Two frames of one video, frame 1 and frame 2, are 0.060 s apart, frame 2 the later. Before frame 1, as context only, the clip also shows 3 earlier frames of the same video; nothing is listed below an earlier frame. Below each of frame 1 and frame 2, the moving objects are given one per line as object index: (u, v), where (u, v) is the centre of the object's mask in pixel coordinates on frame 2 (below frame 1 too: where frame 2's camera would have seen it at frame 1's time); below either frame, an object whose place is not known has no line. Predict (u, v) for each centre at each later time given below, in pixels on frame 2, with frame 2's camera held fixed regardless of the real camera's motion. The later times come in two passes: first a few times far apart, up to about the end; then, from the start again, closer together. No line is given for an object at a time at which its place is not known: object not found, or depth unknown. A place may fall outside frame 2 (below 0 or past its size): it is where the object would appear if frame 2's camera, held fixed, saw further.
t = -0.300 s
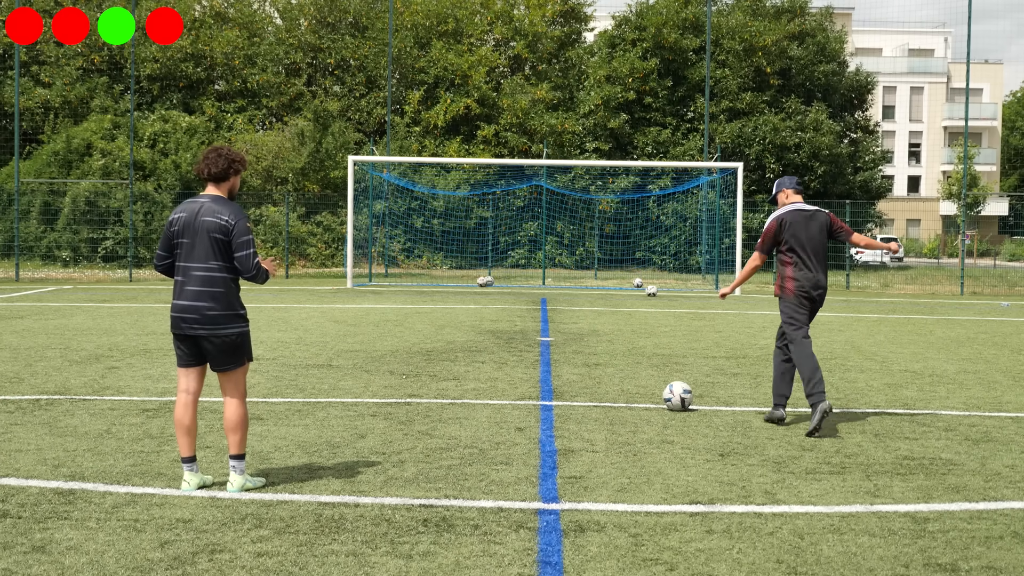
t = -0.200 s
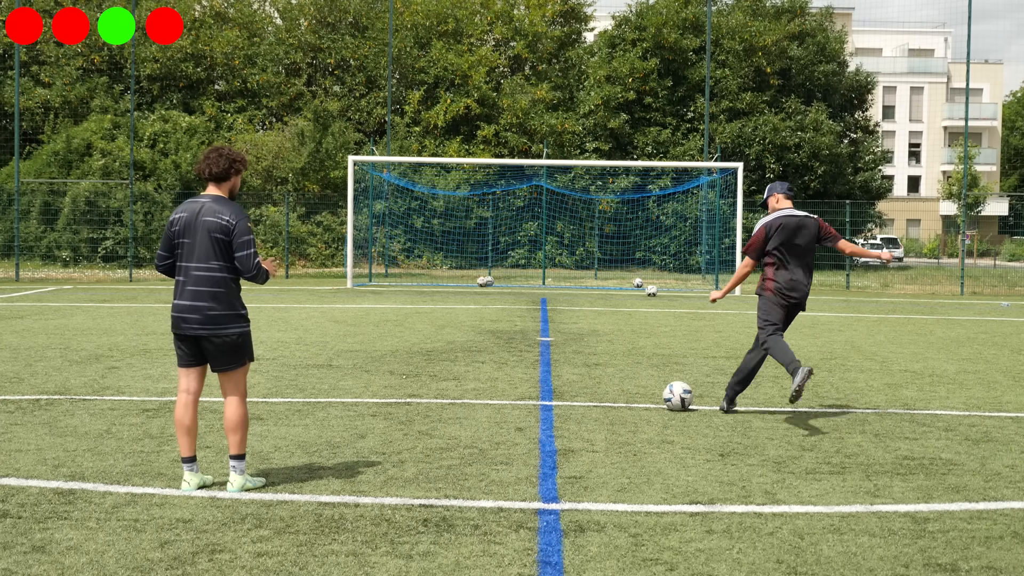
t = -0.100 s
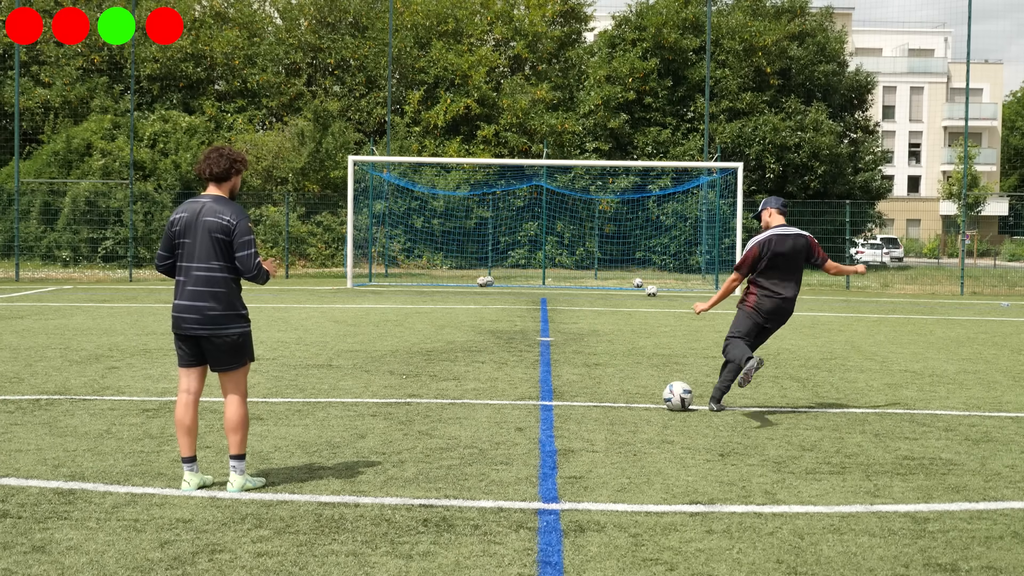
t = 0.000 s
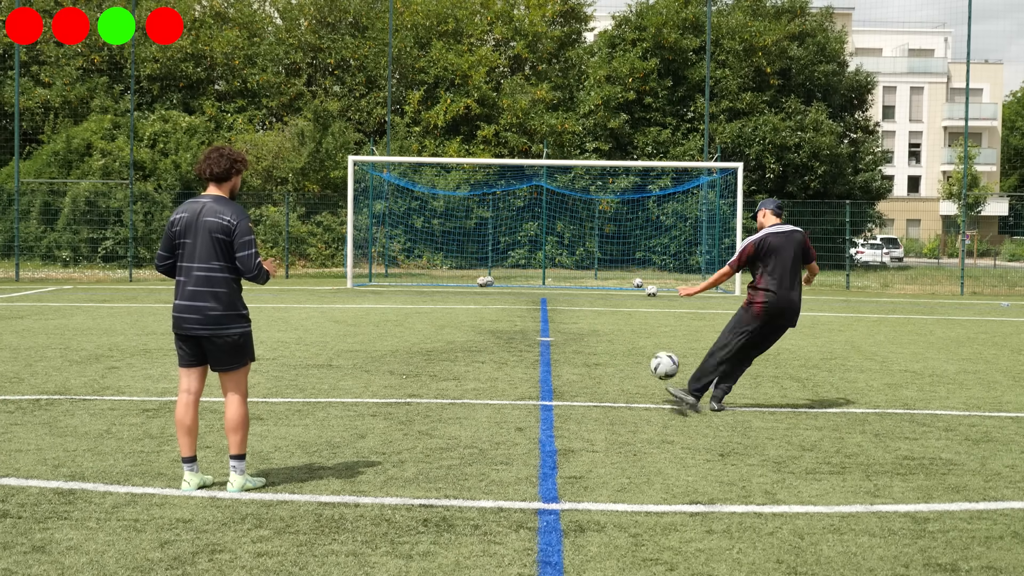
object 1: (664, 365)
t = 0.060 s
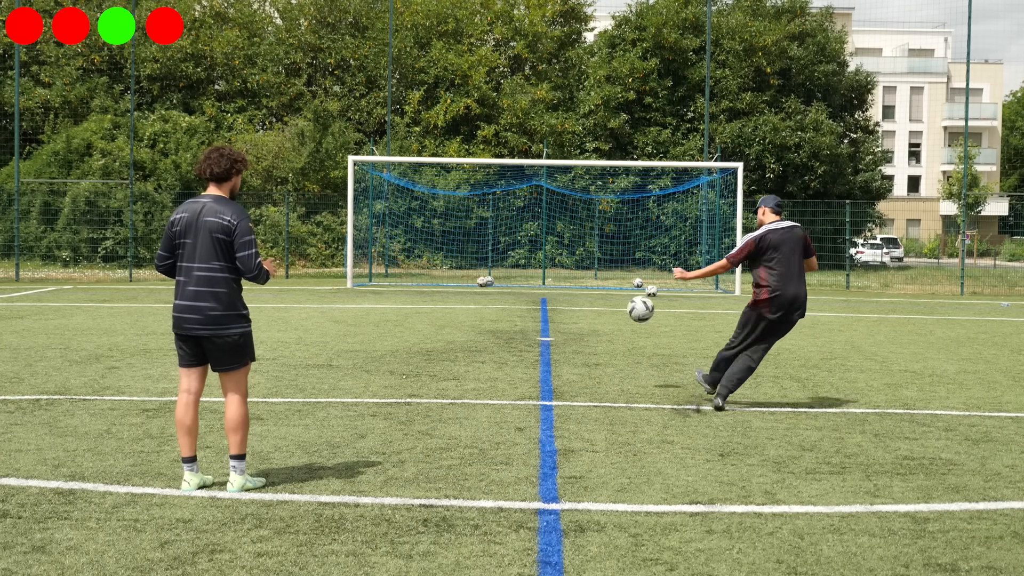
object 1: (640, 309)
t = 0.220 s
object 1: (595, 204)
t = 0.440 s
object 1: (559, 131)
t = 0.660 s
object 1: (537, 104)
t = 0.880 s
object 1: (523, 108)
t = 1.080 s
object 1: (515, 130)
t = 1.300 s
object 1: (509, 169)
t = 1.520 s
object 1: (504, 219)
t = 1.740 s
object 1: (501, 275)
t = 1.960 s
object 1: (503, 268)
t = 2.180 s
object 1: (506, 268)
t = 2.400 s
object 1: (507, 278)
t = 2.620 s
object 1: (508, 279)
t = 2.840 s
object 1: (510, 280)
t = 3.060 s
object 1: (510, 280)
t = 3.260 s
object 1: (510, 280)
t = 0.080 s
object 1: (634, 292)
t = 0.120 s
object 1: (621, 263)
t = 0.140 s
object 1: (615, 250)
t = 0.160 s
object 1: (610, 237)
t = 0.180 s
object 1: (605, 226)
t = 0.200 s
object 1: (600, 215)
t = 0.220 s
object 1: (595, 204)
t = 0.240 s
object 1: (591, 195)
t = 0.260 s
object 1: (587, 187)
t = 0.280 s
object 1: (583, 178)
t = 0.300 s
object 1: (580, 171)
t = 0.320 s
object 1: (576, 164)
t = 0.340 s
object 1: (573, 157)
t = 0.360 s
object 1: (570, 151)
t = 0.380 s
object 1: (567, 145)
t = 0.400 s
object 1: (564, 140)
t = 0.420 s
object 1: (562, 135)
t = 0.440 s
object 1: (559, 131)
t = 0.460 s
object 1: (557, 127)
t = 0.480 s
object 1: (555, 123)
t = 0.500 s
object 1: (553, 119)
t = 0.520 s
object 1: (550, 117)
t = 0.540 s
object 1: (548, 114)
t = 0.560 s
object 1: (546, 112)
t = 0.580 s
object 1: (544, 110)
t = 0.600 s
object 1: (543, 108)
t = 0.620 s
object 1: (540, 107)
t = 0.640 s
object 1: (539, 105)
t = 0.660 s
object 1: (537, 104)
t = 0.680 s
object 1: (535, 104)
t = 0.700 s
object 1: (534, 103)
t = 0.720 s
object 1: (532, 103)
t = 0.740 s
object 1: (531, 103)
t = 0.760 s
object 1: (530, 103)
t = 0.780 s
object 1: (528, 104)
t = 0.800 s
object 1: (527, 104)
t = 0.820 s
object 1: (526, 105)
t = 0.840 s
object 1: (525, 106)
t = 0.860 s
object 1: (524, 107)
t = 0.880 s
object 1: (523, 108)
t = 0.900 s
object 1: (522, 110)
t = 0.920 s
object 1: (521, 112)
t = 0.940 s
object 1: (520, 114)
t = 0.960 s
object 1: (519, 116)
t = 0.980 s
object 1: (518, 118)
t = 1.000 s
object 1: (518, 120)
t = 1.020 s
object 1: (517, 122)
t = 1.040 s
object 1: (517, 125)
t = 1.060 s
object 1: (516, 127)
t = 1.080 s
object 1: (515, 130)
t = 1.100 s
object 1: (514, 133)
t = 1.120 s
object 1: (514, 136)
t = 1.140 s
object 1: (513, 139)
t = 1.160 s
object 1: (513, 143)
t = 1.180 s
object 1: (512, 147)
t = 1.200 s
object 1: (511, 150)
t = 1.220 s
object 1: (511, 153)
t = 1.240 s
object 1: (510, 157)
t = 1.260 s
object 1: (510, 161)
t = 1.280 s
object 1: (509, 166)
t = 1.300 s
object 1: (509, 169)
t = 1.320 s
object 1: (508, 173)
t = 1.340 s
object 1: (508, 178)
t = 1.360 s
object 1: (508, 182)
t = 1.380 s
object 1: (507, 186)
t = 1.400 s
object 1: (506, 191)
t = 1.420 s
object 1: (506, 195)
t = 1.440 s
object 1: (505, 200)
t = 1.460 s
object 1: (505, 205)
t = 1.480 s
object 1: (505, 209)
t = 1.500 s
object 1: (505, 215)
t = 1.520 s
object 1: (504, 219)
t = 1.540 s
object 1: (504, 225)
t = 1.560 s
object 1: (503, 230)
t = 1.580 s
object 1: (503, 235)
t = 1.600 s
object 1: (503, 240)
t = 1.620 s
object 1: (502, 245)
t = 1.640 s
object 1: (502, 251)
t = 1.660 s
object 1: (502, 256)
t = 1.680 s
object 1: (502, 262)
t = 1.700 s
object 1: (502, 267)
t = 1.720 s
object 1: (501, 271)
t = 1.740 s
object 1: (501, 275)
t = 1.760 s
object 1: (502, 279)
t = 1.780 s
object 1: (502, 281)
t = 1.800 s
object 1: (502, 279)
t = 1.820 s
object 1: (502, 277)
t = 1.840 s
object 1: (502, 275)
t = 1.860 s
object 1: (502, 273)
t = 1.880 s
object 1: (502, 272)
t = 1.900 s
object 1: (503, 270)
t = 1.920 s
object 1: (503, 269)
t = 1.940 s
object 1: (503, 269)
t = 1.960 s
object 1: (503, 268)
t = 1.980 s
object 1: (503, 267)
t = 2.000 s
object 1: (503, 267)
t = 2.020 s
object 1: (504, 266)
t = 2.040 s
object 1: (504, 266)
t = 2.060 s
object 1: (504, 266)
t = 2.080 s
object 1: (505, 266)
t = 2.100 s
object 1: (505, 266)
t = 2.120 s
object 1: (505, 266)
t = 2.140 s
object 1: (505, 267)
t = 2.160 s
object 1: (505, 267)
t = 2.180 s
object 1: (506, 268)
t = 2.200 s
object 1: (506, 269)
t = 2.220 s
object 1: (506, 271)
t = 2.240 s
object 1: (506, 272)
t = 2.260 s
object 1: (507, 273)
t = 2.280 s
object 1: (507, 275)
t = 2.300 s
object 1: (507, 277)
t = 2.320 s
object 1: (507, 279)
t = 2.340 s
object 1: (507, 280)
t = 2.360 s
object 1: (507, 280)
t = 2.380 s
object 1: (507, 279)
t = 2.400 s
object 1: (507, 278)
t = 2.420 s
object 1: (507, 277)
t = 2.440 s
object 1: (508, 277)
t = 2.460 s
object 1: (508, 276)
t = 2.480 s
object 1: (508, 276)
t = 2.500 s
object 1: (508, 276)
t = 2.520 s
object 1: (508, 276)
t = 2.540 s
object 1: (508, 276)
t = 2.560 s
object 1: (508, 277)
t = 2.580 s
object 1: (508, 278)
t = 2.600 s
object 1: (508, 278)
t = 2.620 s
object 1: (508, 279)
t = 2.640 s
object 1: (508, 280)
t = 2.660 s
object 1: (508, 280)
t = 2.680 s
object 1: (508, 280)
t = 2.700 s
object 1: (508, 280)
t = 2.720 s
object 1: (509, 280)
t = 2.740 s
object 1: (509, 280)
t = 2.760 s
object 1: (509, 280)
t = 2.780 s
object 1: (509, 280)
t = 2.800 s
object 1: (509, 280)
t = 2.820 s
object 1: (510, 280)
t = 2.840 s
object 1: (510, 280)
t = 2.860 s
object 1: (510, 280)
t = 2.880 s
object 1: (510, 280)
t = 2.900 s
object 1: (510, 280)
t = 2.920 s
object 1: (510, 280)
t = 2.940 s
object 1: (510, 280)
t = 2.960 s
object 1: (510, 280)
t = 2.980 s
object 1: (510, 280)
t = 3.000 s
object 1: (510, 280)
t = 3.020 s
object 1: (510, 280)
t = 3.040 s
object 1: (510, 280)
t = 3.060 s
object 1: (510, 280)
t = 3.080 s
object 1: (510, 280)
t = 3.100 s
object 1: (510, 280)
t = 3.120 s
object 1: (510, 280)
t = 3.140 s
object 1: (510, 280)
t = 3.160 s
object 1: (510, 280)
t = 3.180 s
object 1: (510, 280)
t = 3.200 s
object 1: (510, 280)
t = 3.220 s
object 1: (510, 280)
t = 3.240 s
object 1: (510, 280)
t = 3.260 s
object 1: (510, 280)
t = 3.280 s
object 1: (510, 280)
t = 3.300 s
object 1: (510, 280)
